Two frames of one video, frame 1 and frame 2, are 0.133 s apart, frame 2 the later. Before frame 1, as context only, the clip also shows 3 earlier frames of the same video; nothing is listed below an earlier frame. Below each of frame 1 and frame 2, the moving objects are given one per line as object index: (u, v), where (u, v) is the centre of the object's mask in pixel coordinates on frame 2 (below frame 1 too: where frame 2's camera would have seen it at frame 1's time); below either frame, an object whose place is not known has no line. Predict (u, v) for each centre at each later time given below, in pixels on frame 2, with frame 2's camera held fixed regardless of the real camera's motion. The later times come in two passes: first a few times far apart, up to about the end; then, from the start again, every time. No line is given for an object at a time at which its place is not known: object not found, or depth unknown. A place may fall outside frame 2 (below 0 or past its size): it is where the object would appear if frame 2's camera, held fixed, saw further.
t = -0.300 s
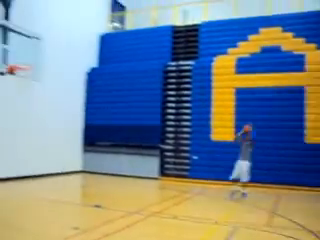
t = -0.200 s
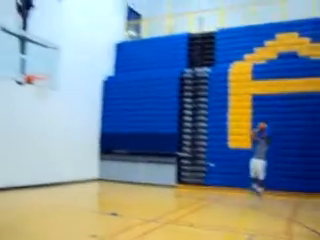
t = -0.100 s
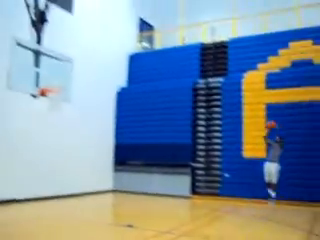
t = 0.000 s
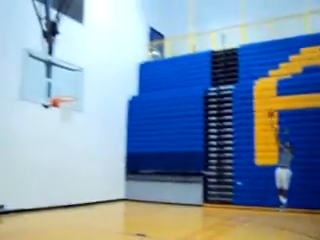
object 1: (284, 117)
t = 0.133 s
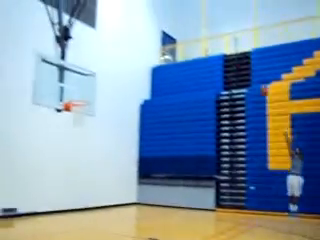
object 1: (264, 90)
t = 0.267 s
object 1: (243, 70)
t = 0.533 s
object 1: (199, 48)
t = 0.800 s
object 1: (150, 50)
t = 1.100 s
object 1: (85, 93)
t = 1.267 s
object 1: (85, 105)
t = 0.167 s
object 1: (259, 84)
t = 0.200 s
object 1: (254, 79)
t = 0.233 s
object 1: (249, 74)
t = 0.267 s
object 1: (243, 70)
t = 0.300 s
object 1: (237, 66)
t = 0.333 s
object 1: (232, 62)
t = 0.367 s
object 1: (227, 58)
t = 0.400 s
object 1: (222, 55)
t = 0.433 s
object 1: (216, 53)
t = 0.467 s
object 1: (209, 51)
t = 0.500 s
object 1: (204, 49)
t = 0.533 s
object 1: (199, 48)
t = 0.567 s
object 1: (193, 46)
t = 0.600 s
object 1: (187, 46)
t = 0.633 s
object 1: (182, 46)
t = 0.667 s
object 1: (175, 45)
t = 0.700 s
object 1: (171, 46)
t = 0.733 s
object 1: (163, 47)
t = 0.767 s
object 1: (156, 49)
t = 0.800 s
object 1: (150, 50)
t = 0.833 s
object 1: (143, 53)
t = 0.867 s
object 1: (136, 56)
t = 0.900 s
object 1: (130, 60)
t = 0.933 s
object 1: (123, 63)
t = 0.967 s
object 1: (115, 68)
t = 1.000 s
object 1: (108, 74)
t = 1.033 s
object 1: (101, 80)
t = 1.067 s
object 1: (93, 86)
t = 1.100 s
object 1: (85, 93)
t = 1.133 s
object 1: (79, 100)
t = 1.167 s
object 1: (76, 102)
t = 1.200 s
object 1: (77, 104)
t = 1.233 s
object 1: (84, 105)
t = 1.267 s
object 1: (85, 105)
